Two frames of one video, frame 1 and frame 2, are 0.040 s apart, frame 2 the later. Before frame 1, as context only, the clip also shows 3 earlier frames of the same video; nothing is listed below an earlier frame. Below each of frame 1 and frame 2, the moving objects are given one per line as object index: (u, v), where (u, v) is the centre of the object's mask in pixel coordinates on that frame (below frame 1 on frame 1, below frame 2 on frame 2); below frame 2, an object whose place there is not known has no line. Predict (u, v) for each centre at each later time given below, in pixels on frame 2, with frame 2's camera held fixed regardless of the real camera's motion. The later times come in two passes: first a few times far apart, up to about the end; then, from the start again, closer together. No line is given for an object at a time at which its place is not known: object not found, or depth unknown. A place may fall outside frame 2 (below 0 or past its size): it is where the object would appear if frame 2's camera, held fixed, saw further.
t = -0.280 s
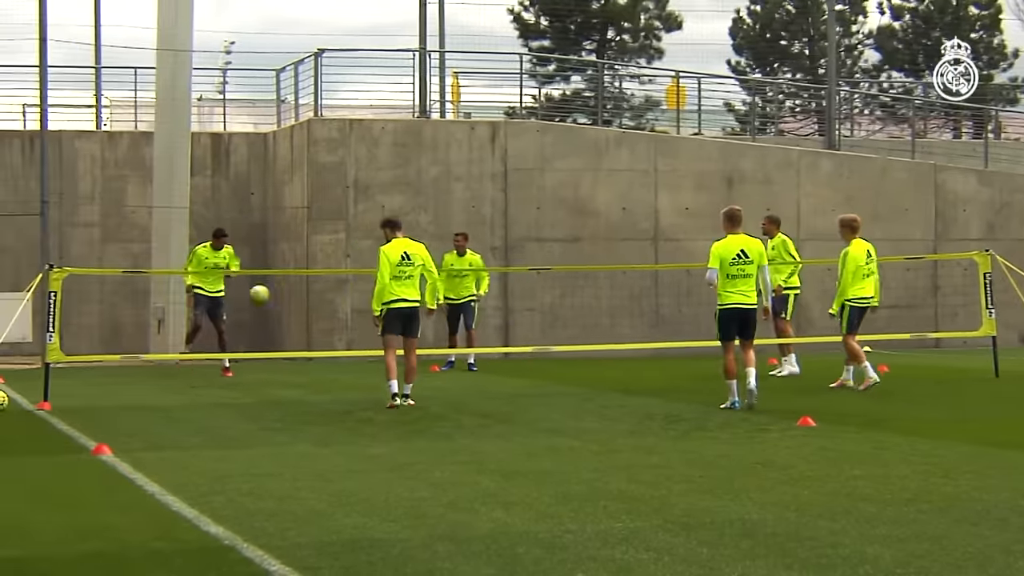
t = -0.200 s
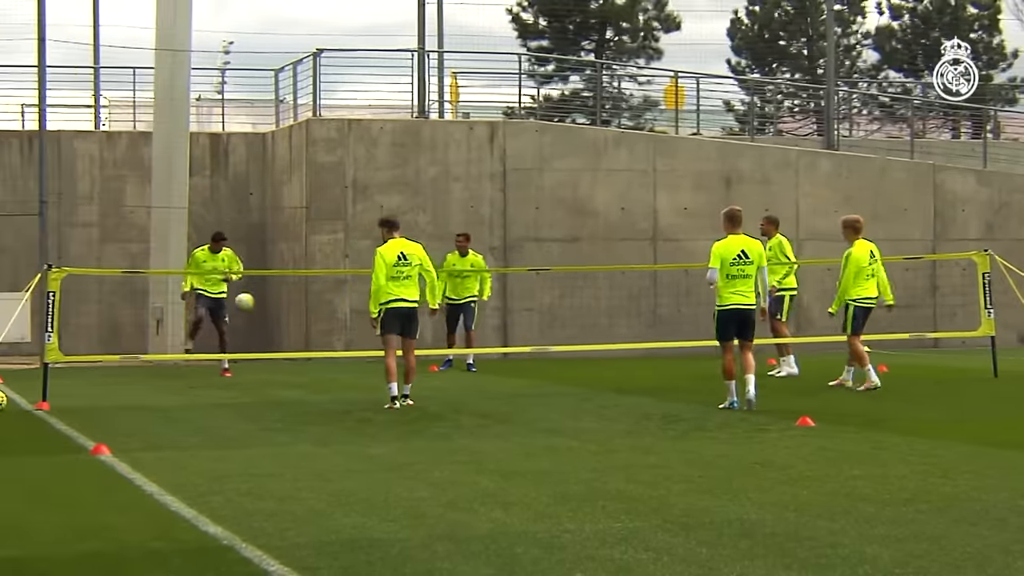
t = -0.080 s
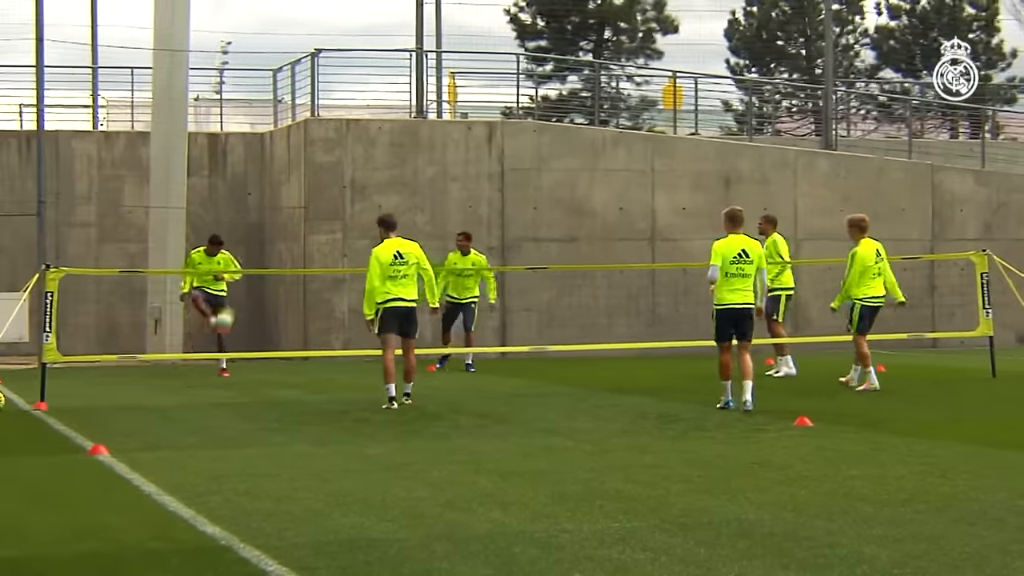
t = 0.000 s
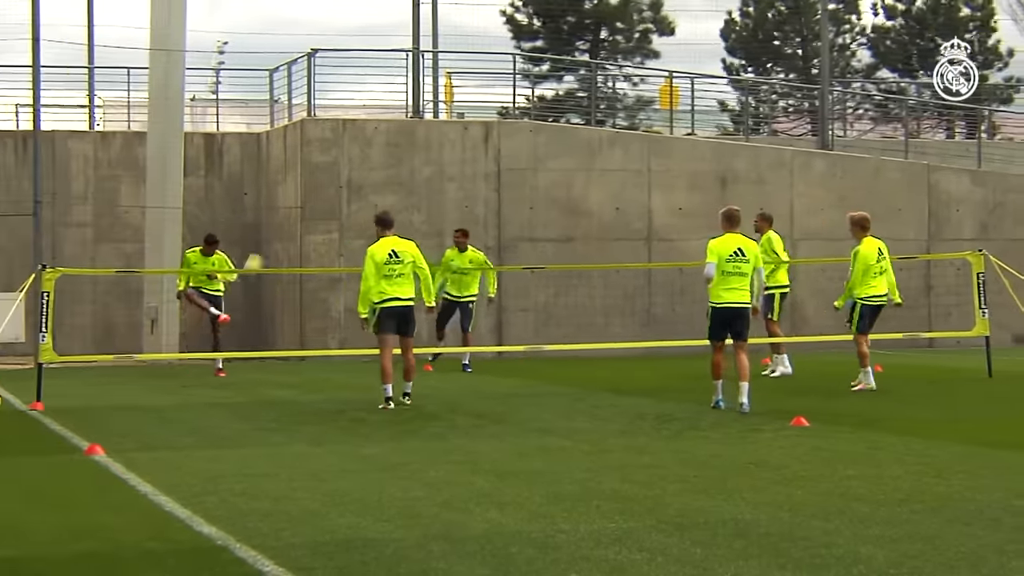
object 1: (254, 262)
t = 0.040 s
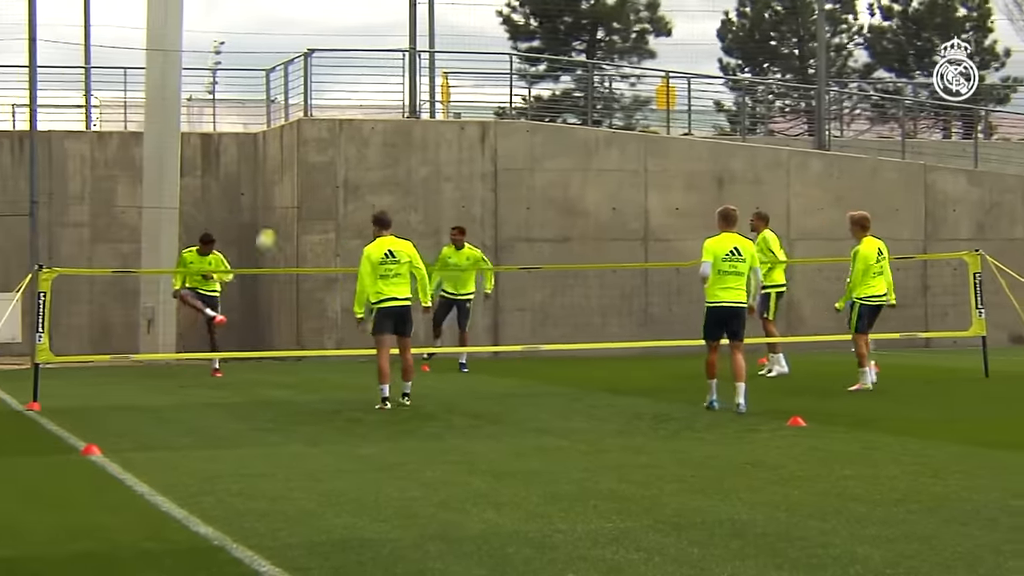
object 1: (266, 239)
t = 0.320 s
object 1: (378, 106)
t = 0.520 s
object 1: (462, 49)
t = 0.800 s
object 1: (576, 28)
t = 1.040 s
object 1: (670, 63)
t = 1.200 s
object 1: (734, 116)
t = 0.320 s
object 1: (378, 106)
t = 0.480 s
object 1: (446, 57)
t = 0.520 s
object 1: (462, 49)
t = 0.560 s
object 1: (478, 43)
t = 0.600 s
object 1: (494, 37)
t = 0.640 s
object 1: (511, 31)
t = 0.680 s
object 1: (527, 29)
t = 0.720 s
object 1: (544, 27)
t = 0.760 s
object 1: (560, 26)
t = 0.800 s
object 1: (576, 28)
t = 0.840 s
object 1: (592, 30)
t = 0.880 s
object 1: (607, 34)
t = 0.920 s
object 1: (623, 38)
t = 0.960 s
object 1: (639, 45)
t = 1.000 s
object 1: (654, 53)
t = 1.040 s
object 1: (670, 63)
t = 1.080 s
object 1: (685, 75)
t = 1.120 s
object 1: (700, 87)
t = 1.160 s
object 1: (717, 101)
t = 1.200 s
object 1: (734, 116)
